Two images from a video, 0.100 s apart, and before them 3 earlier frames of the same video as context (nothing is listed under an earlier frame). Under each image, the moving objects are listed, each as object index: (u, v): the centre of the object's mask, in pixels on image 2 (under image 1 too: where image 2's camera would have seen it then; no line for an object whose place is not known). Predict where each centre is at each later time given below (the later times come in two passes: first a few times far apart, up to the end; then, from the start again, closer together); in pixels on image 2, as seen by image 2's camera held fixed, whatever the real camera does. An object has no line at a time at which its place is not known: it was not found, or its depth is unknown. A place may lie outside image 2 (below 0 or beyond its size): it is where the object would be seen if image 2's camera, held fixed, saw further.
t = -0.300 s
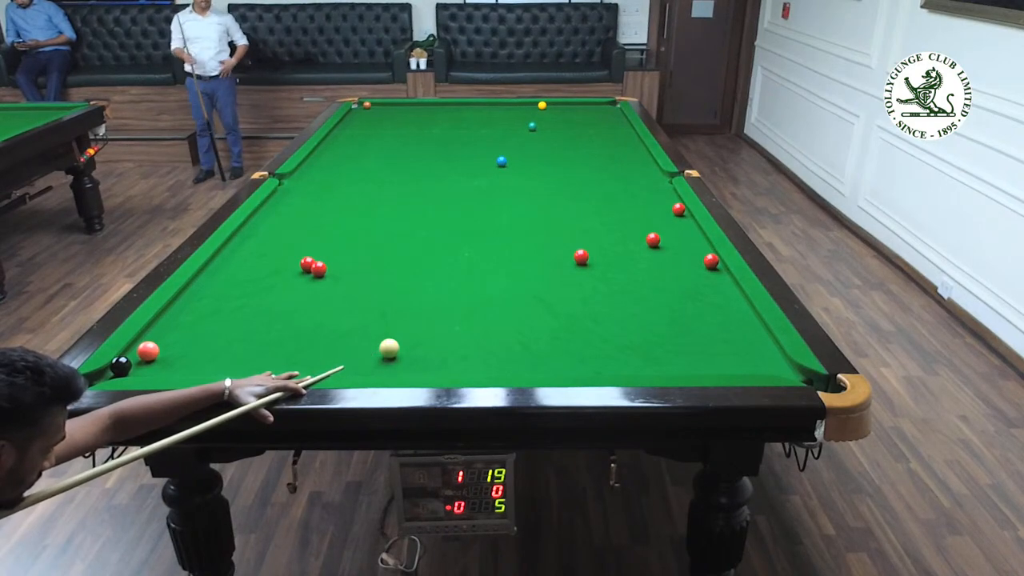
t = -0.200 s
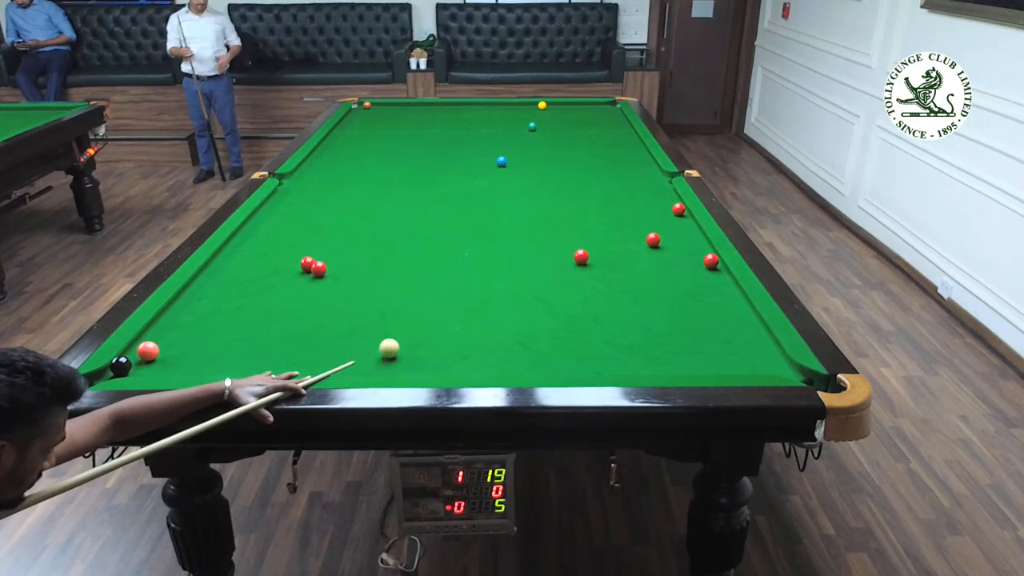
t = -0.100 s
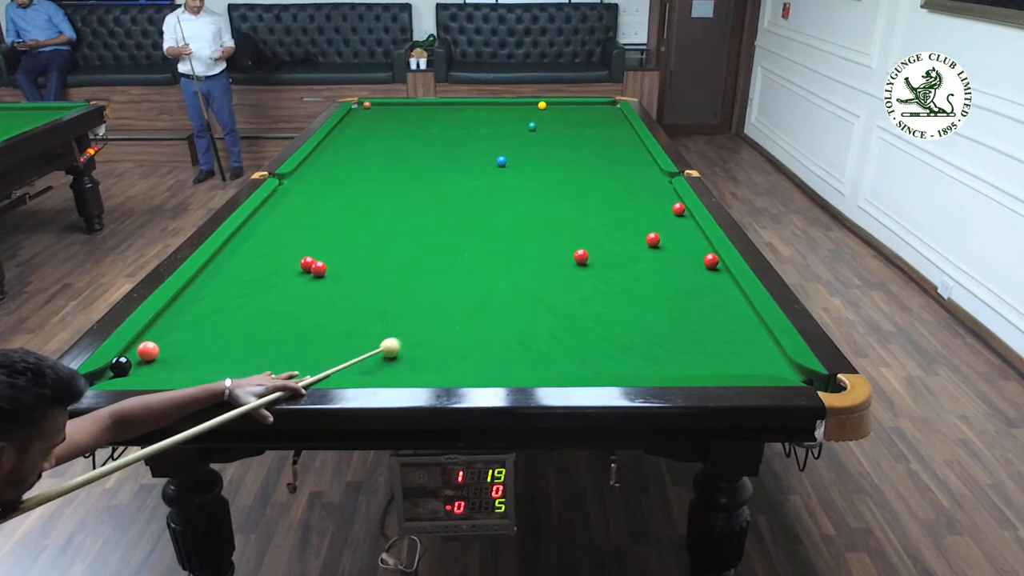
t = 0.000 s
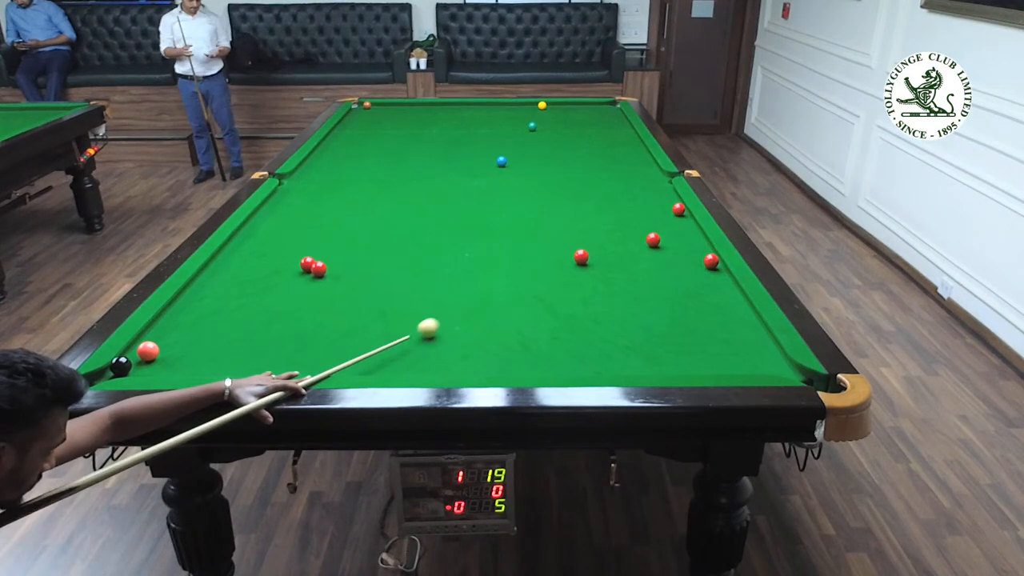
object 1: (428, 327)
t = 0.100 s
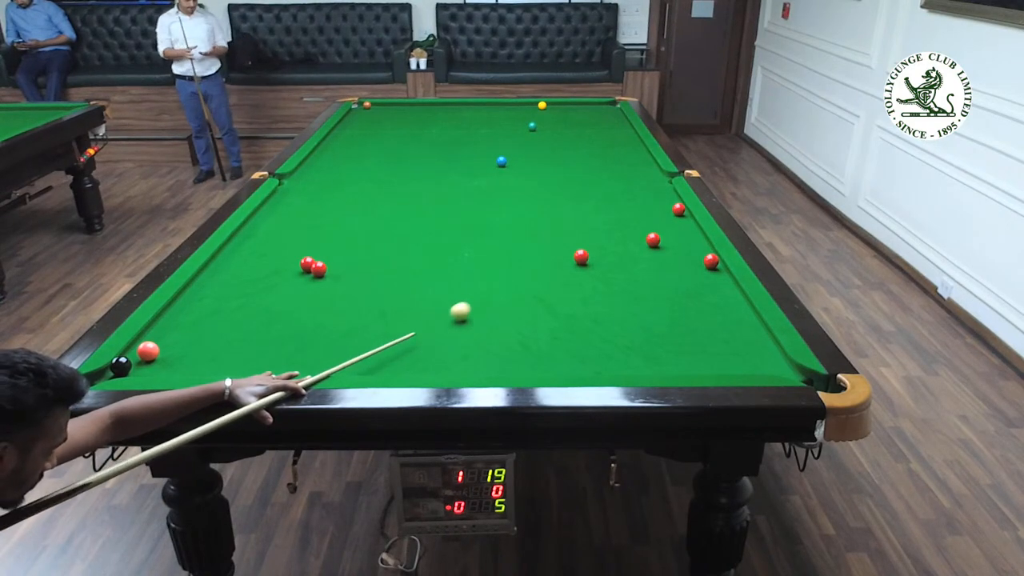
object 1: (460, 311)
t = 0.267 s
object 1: (508, 287)
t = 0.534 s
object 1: (565, 255)
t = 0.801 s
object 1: (569, 232)
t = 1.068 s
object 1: (573, 212)
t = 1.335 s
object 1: (578, 196)
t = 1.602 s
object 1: (581, 182)
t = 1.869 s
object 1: (584, 169)
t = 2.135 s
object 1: (587, 159)
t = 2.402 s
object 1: (589, 149)
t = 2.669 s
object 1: (590, 141)
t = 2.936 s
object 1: (592, 134)
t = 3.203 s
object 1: (594, 127)
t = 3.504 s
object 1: (595, 121)
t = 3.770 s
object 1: (597, 116)
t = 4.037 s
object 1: (598, 111)
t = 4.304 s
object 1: (599, 107)
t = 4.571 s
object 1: (601, 103)
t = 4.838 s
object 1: (603, 104)
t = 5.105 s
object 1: (606, 106)
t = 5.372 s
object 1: (609, 108)
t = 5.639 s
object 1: (612, 109)
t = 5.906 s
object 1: (615, 111)
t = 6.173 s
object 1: (617, 112)
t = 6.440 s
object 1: (619, 114)
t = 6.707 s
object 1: (621, 115)
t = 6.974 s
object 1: (620, 115)
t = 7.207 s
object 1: (619, 116)
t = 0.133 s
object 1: (470, 306)
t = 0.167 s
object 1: (480, 301)
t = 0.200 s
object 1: (490, 296)
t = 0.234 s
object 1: (499, 291)
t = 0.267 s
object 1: (508, 287)
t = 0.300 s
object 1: (517, 282)
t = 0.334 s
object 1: (525, 277)
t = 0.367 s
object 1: (534, 273)
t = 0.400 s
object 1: (542, 269)
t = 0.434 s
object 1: (549, 265)
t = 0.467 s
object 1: (557, 262)
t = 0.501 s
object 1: (564, 258)
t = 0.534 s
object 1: (565, 255)
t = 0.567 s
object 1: (565, 252)
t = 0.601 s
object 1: (565, 249)
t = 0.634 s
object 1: (565, 246)
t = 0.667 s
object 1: (566, 243)
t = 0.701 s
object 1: (567, 240)
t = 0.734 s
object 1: (567, 237)
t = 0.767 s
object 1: (568, 234)
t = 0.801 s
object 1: (569, 232)
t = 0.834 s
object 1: (569, 229)
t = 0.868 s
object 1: (570, 226)
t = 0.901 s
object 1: (570, 224)
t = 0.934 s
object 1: (571, 222)
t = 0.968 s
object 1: (572, 219)
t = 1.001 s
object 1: (572, 217)
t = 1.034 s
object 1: (573, 214)
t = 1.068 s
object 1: (573, 212)
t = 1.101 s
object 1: (574, 210)
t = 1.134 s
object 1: (574, 208)
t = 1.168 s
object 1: (575, 206)
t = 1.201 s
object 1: (575, 204)
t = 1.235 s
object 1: (576, 202)
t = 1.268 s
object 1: (576, 200)
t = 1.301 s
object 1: (577, 198)
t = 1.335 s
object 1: (578, 196)
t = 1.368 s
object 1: (578, 194)
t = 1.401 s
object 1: (578, 192)
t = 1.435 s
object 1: (579, 190)
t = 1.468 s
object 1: (579, 189)
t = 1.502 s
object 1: (580, 187)
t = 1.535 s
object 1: (580, 185)
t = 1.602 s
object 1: (581, 182)
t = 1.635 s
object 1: (581, 180)
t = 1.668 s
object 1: (582, 179)
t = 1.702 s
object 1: (582, 177)
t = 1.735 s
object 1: (582, 175)
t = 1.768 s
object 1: (583, 174)
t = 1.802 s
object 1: (583, 172)
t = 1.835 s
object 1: (584, 171)
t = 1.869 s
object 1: (584, 169)
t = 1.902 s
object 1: (584, 168)
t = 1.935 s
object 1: (585, 167)
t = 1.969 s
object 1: (585, 165)
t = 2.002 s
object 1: (585, 164)
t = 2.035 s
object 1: (586, 163)
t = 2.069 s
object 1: (586, 161)
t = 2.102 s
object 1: (586, 160)
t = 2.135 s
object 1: (587, 159)
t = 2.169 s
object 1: (587, 158)
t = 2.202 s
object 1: (587, 156)
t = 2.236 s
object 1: (587, 155)
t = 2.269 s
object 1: (588, 154)
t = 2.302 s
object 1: (588, 153)
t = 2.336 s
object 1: (588, 152)
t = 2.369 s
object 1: (588, 151)
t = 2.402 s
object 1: (589, 149)
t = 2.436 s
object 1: (589, 148)
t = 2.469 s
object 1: (589, 147)
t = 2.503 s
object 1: (589, 146)
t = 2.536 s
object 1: (590, 145)
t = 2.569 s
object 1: (590, 144)
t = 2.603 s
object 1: (590, 143)
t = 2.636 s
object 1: (590, 142)
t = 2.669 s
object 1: (590, 141)
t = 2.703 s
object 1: (591, 140)
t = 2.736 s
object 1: (591, 139)
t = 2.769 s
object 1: (591, 138)
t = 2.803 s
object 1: (591, 137)
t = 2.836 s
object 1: (592, 136)
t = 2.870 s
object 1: (592, 136)
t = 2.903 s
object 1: (592, 135)
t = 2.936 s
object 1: (592, 134)
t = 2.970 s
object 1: (592, 133)
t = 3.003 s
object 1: (592, 132)
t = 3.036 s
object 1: (593, 131)
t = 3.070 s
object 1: (593, 131)
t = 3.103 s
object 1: (593, 130)
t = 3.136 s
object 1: (593, 129)
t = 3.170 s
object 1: (594, 128)
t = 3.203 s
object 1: (594, 127)
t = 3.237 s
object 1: (594, 126)
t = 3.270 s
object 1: (594, 126)
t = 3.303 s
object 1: (594, 125)
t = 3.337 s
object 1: (594, 124)
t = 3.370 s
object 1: (595, 124)
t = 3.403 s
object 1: (595, 123)
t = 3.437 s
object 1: (595, 122)
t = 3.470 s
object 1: (595, 121)
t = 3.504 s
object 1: (595, 121)
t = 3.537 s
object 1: (596, 120)
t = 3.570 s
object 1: (596, 119)
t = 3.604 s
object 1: (596, 119)
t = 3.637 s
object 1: (596, 118)
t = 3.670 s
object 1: (596, 117)
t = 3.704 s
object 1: (597, 117)
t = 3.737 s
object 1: (597, 116)
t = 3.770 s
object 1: (597, 116)
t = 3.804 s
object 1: (597, 115)
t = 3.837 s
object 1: (597, 114)
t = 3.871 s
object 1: (597, 114)
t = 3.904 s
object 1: (597, 113)
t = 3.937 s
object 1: (598, 113)
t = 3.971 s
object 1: (598, 112)
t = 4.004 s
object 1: (598, 111)
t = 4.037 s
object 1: (598, 111)
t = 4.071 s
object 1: (598, 110)
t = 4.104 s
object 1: (598, 110)
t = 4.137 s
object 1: (599, 109)
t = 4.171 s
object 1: (599, 109)
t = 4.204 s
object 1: (599, 108)
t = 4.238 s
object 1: (599, 108)
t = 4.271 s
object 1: (599, 107)
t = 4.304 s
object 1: (599, 107)
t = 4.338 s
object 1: (600, 106)
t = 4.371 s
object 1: (600, 106)
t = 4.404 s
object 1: (600, 105)
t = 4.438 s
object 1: (600, 105)
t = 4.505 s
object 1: (600, 104)
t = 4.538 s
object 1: (600, 104)
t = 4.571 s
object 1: (601, 103)
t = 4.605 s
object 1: (601, 103)
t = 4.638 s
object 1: (601, 102)
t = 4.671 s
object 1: (601, 103)
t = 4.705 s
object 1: (602, 103)
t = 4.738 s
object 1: (602, 103)
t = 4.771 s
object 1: (602, 103)
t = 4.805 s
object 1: (603, 103)
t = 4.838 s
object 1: (603, 104)
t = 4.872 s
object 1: (604, 104)
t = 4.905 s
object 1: (604, 104)
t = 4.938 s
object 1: (604, 104)
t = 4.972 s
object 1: (605, 105)
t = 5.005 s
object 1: (605, 105)
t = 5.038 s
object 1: (605, 105)
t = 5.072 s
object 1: (606, 106)
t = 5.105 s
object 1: (606, 106)
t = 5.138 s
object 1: (606, 106)
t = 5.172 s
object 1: (607, 106)
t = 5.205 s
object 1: (607, 107)
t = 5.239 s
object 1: (608, 107)
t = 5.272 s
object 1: (608, 107)
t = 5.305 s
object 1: (608, 107)
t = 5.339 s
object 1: (609, 108)
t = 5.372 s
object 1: (609, 108)
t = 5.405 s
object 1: (609, 108)
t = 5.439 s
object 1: (610, 108)
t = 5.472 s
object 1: (610, 108)
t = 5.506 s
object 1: (610, 109)
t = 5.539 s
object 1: (611, 109)
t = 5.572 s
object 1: (611, 109)
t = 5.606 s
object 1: (612, 109)
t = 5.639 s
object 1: (612, 109)
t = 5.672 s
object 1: (612, 110)
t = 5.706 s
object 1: (613, 110)
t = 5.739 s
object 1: (613, 110)
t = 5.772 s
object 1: (613, 110)
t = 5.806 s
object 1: (614, 111)
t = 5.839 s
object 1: (614, 111)
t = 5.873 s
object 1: (614, 111)
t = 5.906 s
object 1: (615, 111)
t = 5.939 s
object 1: (615, 111)
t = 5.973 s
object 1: (615, 111)
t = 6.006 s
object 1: (616, 112)
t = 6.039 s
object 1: (616, 112)
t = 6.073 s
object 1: (616, 112)
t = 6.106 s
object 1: (616, 112)
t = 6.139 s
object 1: (617, 112)
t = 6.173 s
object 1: (617, 112)
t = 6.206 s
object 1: (617, 113)
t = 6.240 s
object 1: (618, 113)
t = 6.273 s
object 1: (618, 113)
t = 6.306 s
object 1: (618, 113)
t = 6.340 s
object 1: (618, 113)
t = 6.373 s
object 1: (619, 113)
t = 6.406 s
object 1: (619, 114)
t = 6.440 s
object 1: (619, 114)
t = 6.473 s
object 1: (620, 114)
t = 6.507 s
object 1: (620, 114)
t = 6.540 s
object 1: (620, 114)
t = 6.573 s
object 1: (620, 114)
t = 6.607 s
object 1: (621, 114)
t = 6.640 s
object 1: (621, 114)
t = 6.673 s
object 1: (621, 115)
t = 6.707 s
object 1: (621, 115)
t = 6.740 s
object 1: (621, 115)
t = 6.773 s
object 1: (621, 115)
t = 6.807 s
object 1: (621, 115)
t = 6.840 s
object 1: (620, 115)
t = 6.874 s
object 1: (620, 115)
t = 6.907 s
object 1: (620, 115)
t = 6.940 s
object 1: (620, 115)
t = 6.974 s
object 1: (620, 115)
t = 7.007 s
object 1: (620, 115)
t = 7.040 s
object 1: (620, 116)
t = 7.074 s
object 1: (620, 116)
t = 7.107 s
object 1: (620, 116)
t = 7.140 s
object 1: (620, 116)
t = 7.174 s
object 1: (620, 116)
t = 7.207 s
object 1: (619, 116)
